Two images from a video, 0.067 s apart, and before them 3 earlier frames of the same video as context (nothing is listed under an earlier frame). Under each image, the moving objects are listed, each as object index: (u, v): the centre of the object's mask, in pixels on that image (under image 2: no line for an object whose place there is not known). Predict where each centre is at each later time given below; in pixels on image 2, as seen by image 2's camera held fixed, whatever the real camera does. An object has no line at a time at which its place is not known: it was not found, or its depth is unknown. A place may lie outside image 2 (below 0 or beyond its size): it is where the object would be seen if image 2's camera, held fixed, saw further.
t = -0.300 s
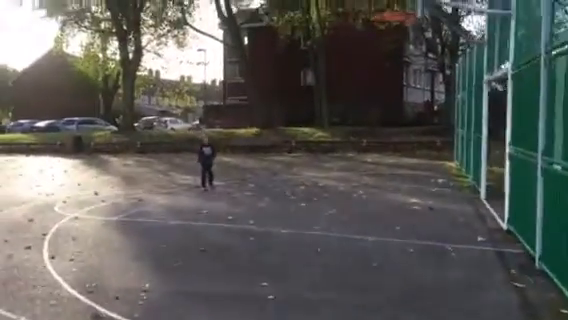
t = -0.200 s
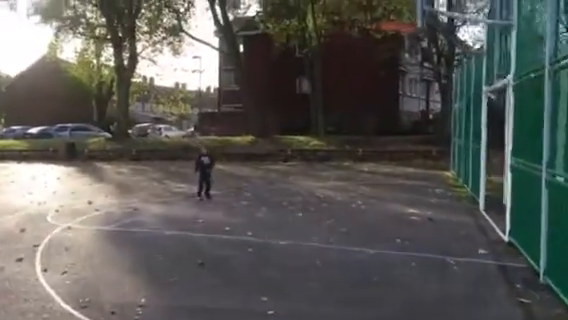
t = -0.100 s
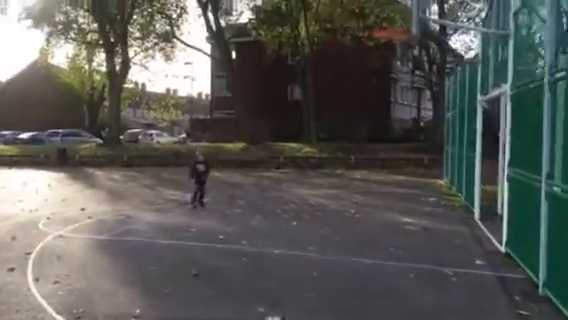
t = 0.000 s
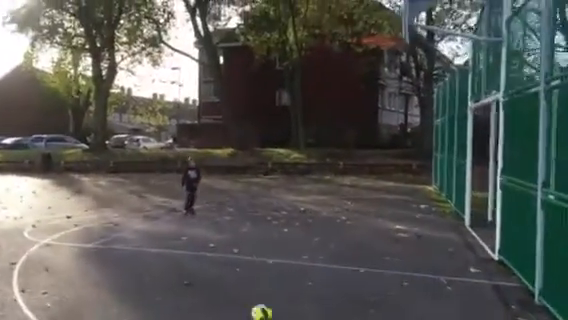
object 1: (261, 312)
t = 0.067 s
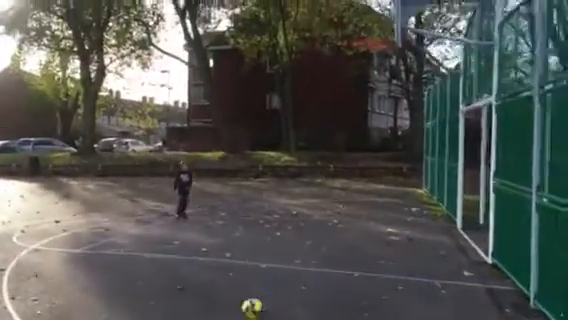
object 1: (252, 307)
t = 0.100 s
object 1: (250, 302)
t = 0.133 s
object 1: (247, 297)
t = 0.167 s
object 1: (248, 290)
